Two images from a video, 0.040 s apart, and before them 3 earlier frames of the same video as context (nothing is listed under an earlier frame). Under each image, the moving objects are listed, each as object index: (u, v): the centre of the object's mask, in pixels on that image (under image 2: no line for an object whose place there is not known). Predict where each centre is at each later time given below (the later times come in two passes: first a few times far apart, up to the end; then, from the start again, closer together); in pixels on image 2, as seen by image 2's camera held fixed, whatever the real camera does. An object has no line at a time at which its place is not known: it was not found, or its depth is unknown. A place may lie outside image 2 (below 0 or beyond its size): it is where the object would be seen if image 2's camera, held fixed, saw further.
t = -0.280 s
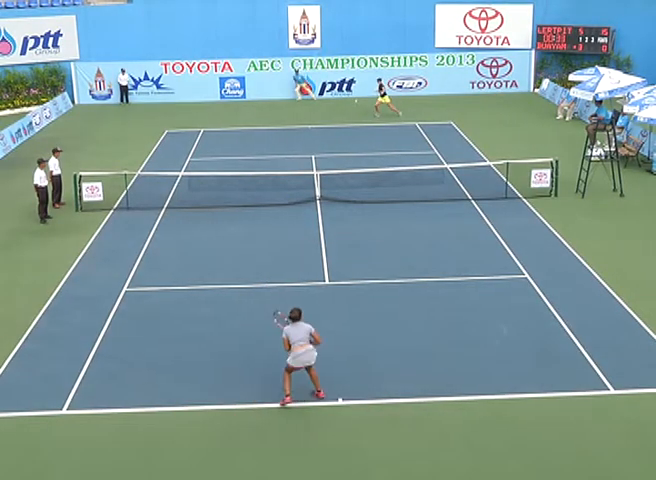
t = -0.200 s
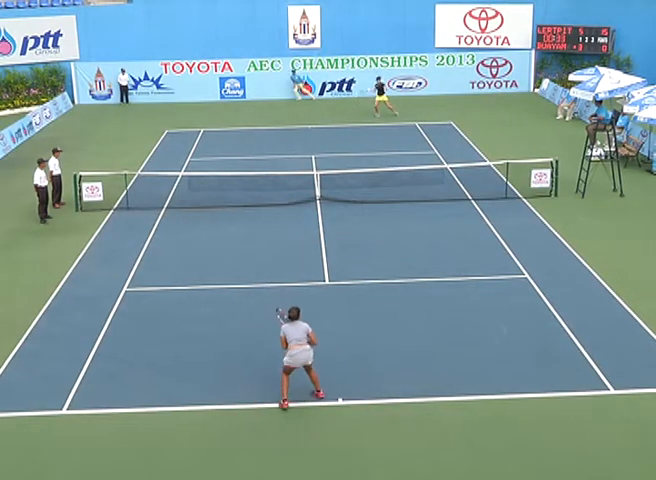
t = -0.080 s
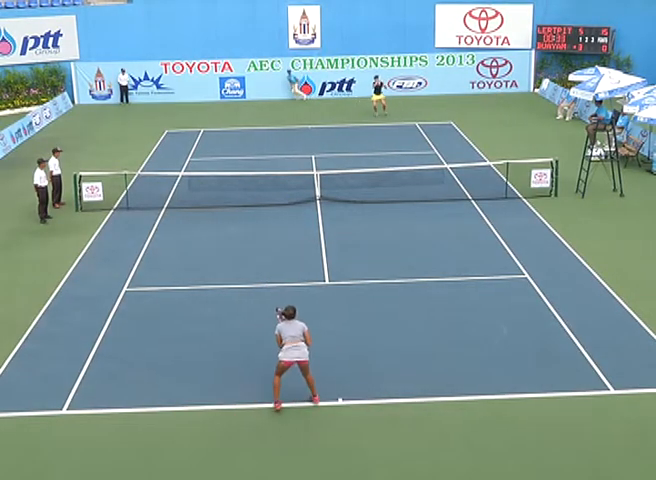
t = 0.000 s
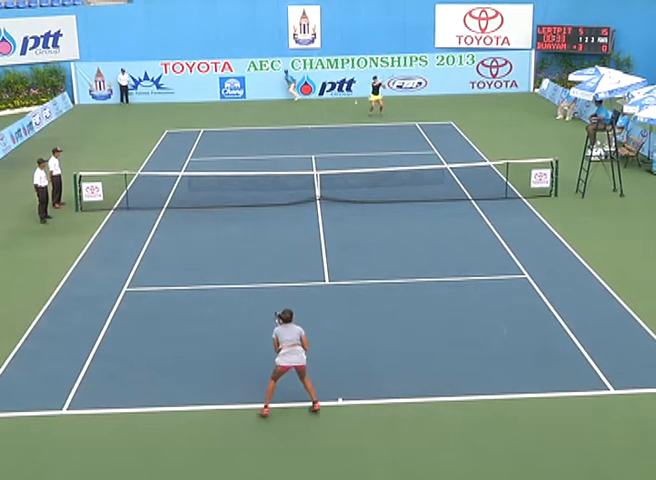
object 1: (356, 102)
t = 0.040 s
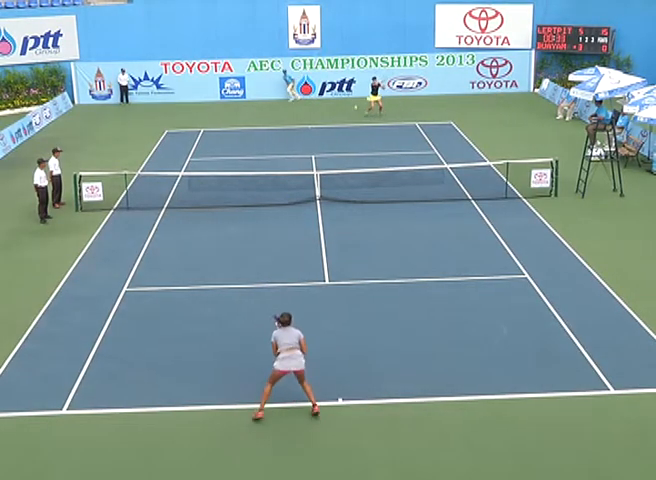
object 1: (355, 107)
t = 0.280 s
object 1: (354, 152)
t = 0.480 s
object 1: (354, 220)
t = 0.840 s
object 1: (352, 298)
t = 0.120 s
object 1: (355, 119)
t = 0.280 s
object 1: (354, 152)
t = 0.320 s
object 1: (355, 163)
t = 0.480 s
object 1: (354, 220)
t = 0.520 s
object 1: (355, 237)
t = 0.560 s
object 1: (354, 257)
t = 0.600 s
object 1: (354, 271)
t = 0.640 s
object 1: (354, 273)
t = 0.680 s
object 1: (354, 275)
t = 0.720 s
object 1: (353, 279)
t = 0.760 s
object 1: (353, 284)
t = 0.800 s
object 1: (352, 290)
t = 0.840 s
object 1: (352, 298)
